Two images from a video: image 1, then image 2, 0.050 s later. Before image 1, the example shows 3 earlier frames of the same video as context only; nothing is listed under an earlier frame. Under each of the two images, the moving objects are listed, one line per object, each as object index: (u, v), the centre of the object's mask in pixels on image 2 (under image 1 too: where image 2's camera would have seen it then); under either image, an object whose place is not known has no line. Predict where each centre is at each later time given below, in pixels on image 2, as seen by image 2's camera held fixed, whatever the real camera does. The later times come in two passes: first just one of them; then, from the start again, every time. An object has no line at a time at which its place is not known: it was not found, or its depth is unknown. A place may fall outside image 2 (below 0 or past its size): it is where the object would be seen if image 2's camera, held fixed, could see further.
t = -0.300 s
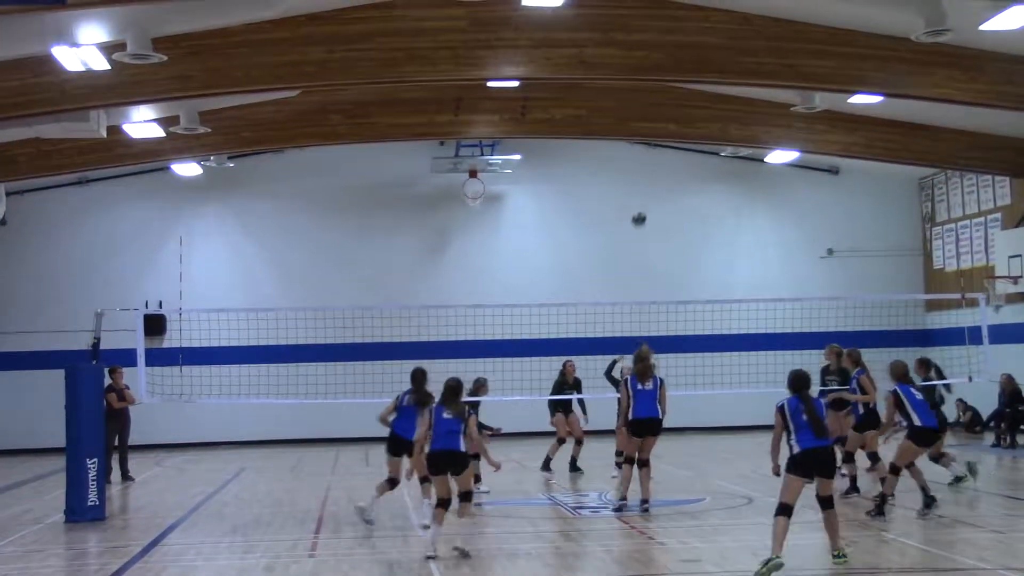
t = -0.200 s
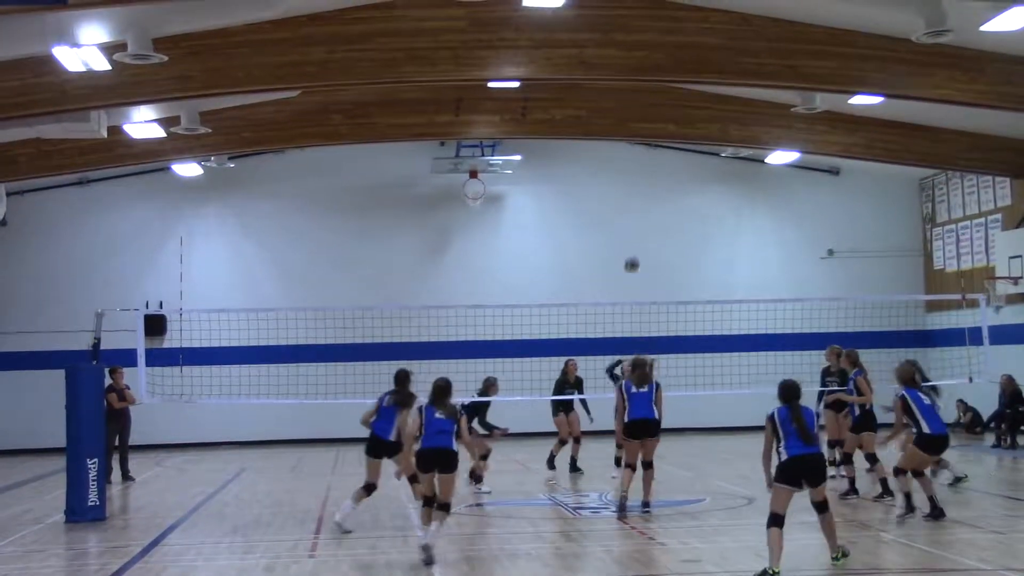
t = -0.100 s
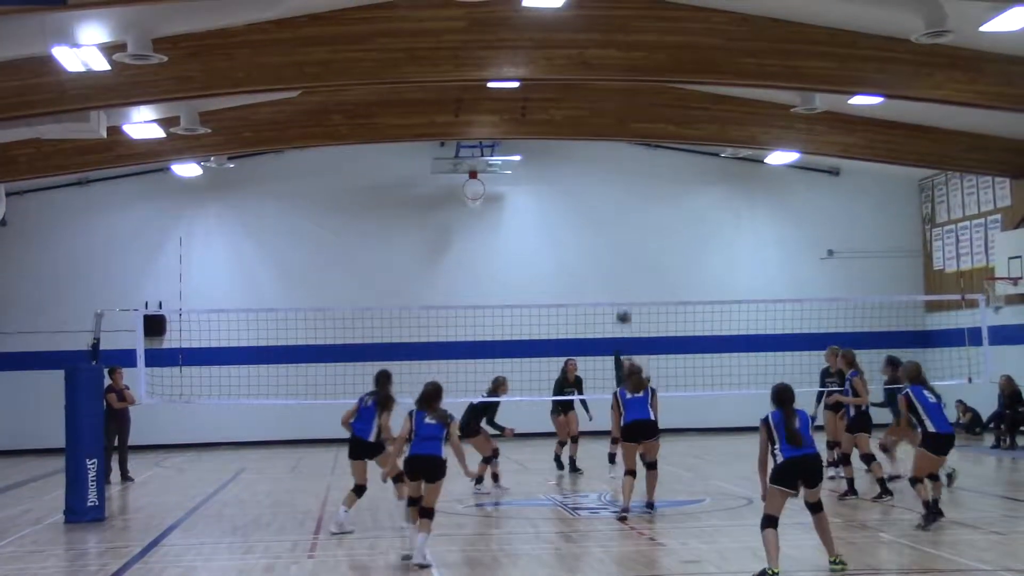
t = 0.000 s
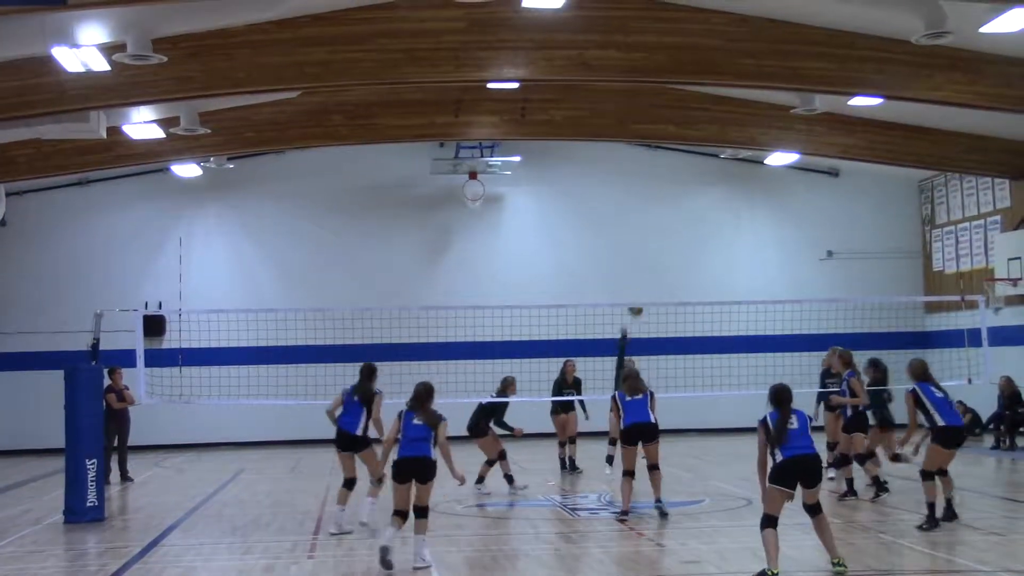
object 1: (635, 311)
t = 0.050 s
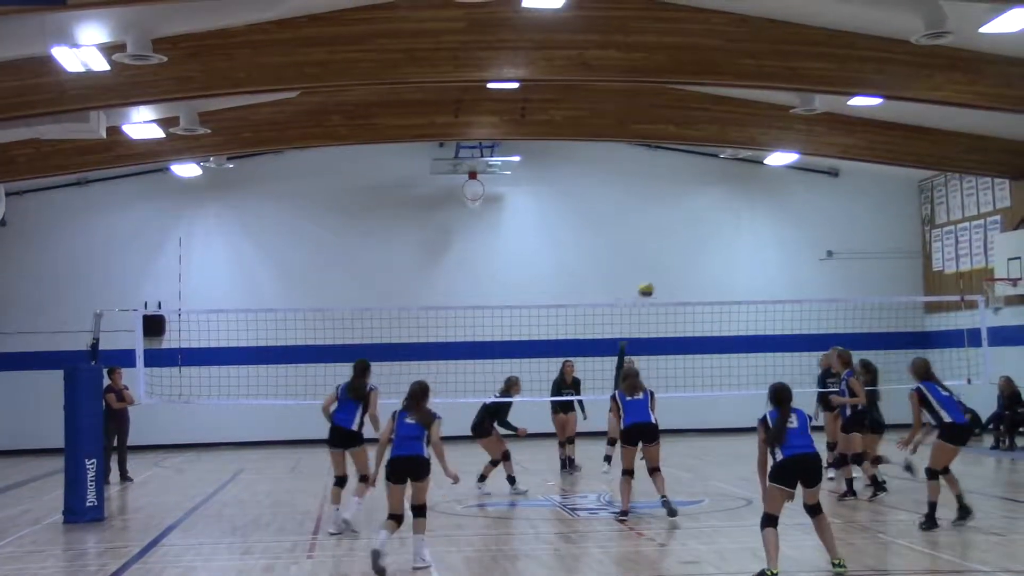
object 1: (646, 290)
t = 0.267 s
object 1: (699, 229)
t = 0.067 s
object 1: (650, 285)
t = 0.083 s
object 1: (654, 280)
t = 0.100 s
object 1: (658, 274)
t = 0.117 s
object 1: (661, 268)
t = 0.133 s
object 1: (665, 263)
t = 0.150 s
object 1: (669, 258)
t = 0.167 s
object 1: (673, 254)
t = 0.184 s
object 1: (677, 249)
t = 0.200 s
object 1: (682, 245)
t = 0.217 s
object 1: (686, 241)
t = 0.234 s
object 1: (690, 237)
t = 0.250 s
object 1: (694, 233)
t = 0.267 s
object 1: (699, 229)
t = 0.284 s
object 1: (703, 227)
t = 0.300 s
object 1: (708, 223)
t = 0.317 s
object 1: (712, 221)
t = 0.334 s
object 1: (716, 218)
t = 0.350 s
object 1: (720, 216)
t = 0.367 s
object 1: (725, 214)
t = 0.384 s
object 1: (729, 212)
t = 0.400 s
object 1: (733, 210)
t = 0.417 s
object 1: (737, 209)
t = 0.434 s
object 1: (741, 208)
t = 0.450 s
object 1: (745, 206)
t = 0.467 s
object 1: (750, 206)
